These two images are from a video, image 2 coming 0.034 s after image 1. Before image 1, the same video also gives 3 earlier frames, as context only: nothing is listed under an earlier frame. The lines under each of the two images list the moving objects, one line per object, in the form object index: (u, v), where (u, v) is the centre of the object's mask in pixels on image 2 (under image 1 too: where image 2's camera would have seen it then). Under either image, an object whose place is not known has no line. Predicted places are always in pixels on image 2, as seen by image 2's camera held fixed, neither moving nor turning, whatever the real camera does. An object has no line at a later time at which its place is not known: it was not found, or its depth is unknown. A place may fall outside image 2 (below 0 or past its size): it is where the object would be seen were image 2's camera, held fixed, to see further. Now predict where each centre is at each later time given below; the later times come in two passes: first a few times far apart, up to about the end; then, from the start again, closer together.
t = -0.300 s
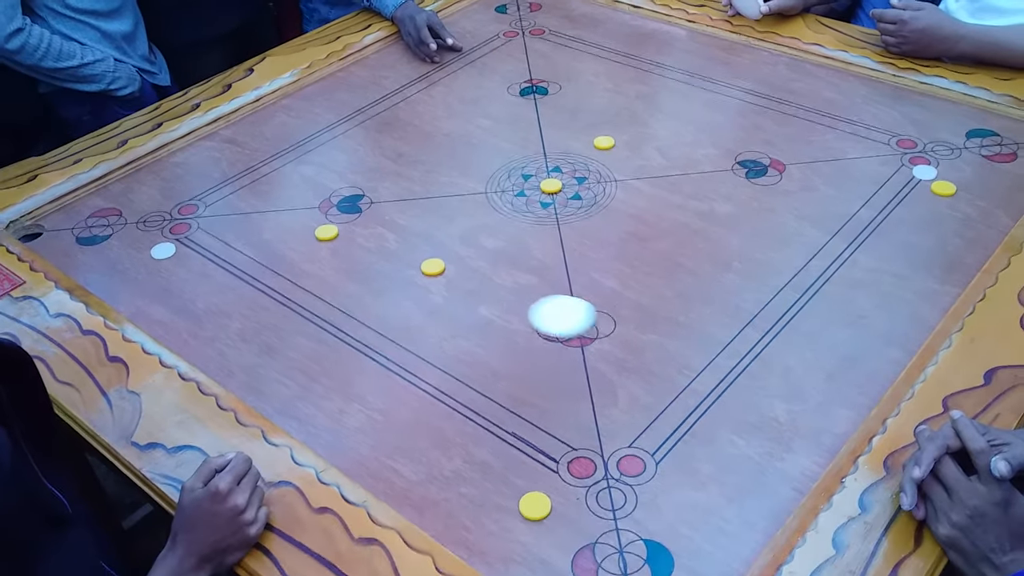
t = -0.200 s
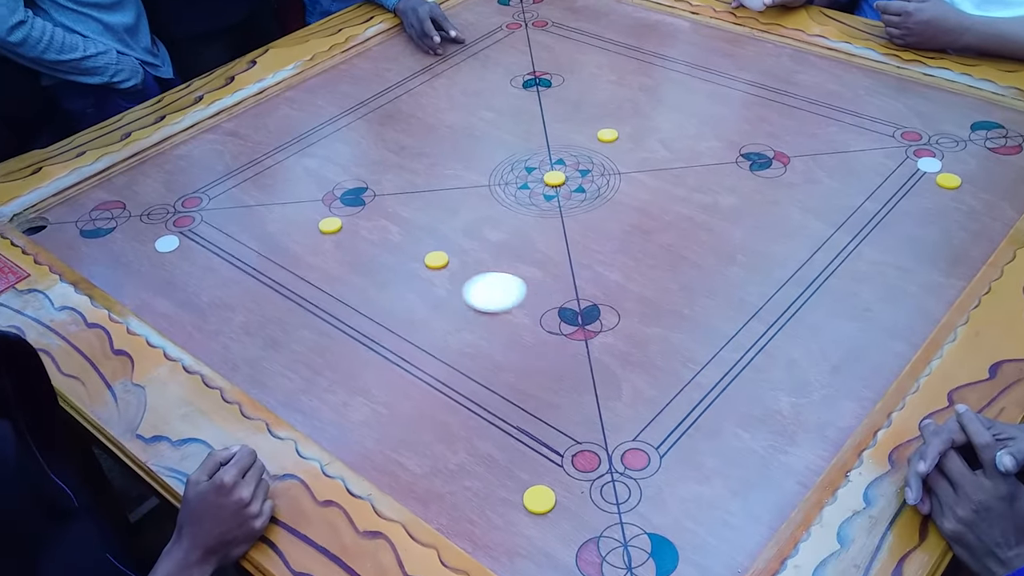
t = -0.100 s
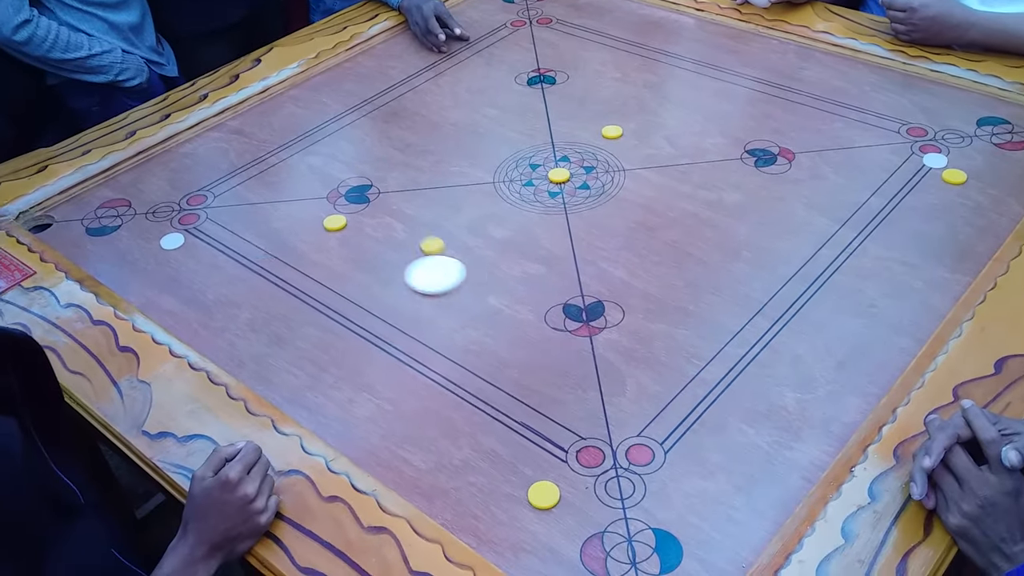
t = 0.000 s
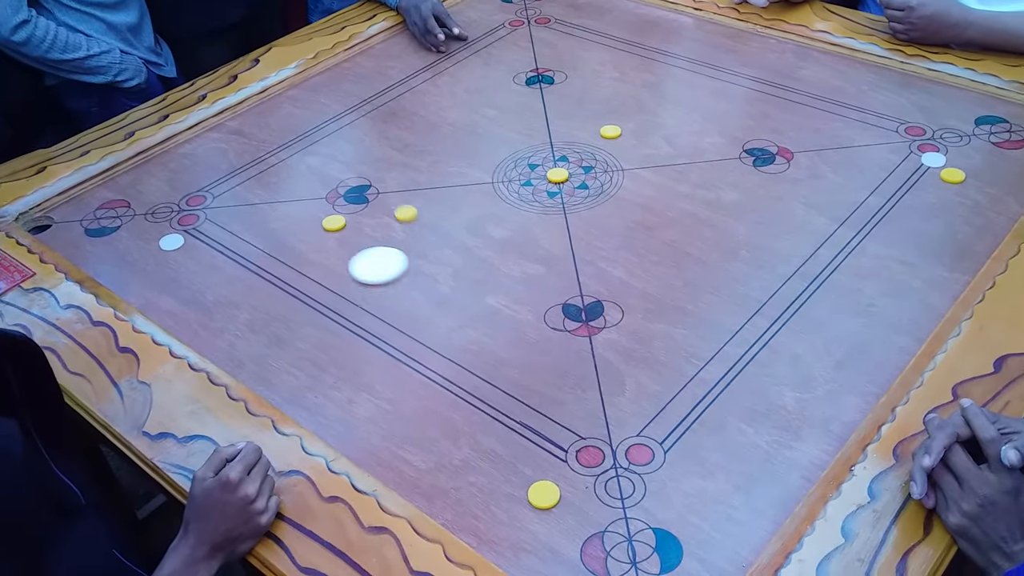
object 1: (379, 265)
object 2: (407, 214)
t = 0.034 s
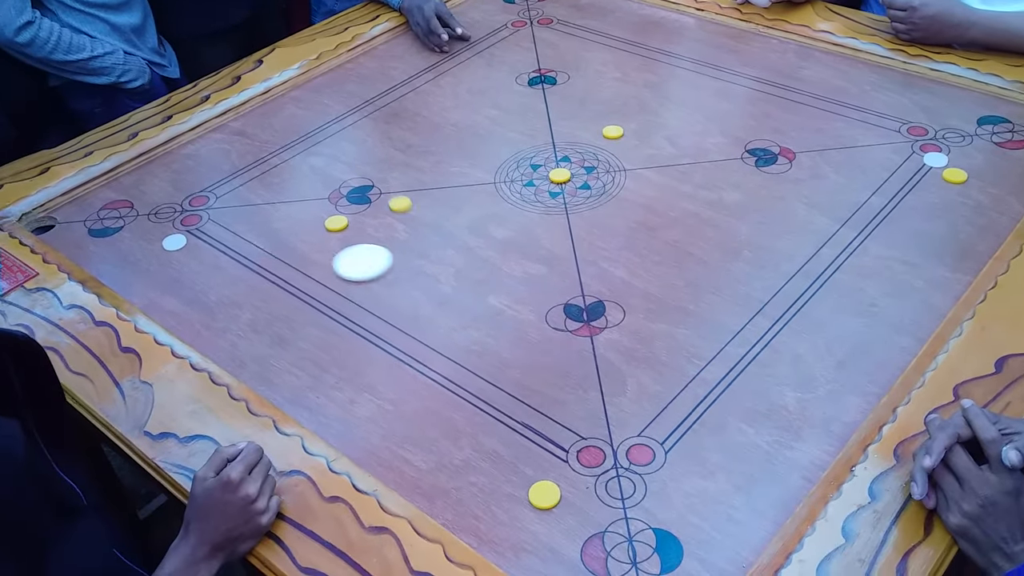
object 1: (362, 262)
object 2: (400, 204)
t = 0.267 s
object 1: (251, 242)
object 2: (352, 145)
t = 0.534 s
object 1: (163, 222)
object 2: (310, 93)
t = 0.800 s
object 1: (106, 205)
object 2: (356, 99)
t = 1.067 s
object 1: (106, 206)
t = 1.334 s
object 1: (114, 212)
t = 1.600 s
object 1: (116, 213)
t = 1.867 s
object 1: (115, 213)
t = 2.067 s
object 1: (116, 213)
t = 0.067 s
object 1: (345, 259)
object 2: (392, 194)
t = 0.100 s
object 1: (328, 256)
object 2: (384, 185)
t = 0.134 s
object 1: (312, 253)
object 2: (378, 177)
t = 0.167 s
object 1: (296, 251)
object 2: (371, 168)
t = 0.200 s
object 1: (281, 248)
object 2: (364, 160)
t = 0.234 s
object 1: (266, 245)
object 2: (358, 152)
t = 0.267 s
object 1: (251, 242)
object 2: (352, 145)
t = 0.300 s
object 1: (237, 240)
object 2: (346, 137)
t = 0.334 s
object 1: (223, 238)
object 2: (340, 130)
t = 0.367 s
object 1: (210, 235)
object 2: (335, 124)
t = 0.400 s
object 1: (200, 232)
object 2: (329, 117)
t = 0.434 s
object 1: (190, 229)
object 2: (324, 111)
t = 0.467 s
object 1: (181, 227)
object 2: (319, 105)
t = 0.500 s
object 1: (171, 224)
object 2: (315, 99)
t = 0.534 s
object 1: (163, 222)
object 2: (310, 93)
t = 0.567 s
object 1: (155, 219)
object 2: (306, 87)
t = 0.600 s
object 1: (147, 217)
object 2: (309, 87)
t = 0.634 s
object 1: (139, 215)
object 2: (317, 89)
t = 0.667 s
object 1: (131, 213)
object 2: (325, 91)
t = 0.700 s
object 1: (124, 211)
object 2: (333, 93)
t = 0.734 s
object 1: (117, 209)
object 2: (341, 95)
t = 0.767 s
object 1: (111, 207)
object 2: (348, 97)
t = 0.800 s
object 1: (106, 205)
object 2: (356, 99)
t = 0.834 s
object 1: (101, 202)
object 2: (363, 101)
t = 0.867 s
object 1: (96, 200)
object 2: (369, 103)
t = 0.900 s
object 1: (95, 200)
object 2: (376, 105)
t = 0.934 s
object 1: (98, 202)
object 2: (382, 107)
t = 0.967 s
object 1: (100, 202)
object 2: (388, 109)
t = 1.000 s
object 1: (102, 204)
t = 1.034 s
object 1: (104, 205)
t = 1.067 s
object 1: (106, 206)
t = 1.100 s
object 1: (107, 207)
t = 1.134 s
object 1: (108, 208)
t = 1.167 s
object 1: (110, 209)
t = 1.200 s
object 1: (111, 209)
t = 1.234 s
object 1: (112, 210)
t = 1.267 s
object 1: (113, 211)
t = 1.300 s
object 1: (113, 211)
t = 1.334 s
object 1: (114, 212)
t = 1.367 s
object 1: (114, 212)
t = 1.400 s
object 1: (115, 212)
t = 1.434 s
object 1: (115, 213)
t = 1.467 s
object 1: (115, 213)
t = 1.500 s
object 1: (116, 213)
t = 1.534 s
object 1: (116, 213)
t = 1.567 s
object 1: (116, 213)
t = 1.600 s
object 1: (116, 213)
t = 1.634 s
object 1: (116, 213)
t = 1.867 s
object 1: (115, 213)
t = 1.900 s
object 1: (116, 213)
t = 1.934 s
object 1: (116, 213)
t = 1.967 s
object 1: (116, 213)
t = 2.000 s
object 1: (116, 213)
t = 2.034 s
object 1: (116, 213)
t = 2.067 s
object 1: (116, 213)
